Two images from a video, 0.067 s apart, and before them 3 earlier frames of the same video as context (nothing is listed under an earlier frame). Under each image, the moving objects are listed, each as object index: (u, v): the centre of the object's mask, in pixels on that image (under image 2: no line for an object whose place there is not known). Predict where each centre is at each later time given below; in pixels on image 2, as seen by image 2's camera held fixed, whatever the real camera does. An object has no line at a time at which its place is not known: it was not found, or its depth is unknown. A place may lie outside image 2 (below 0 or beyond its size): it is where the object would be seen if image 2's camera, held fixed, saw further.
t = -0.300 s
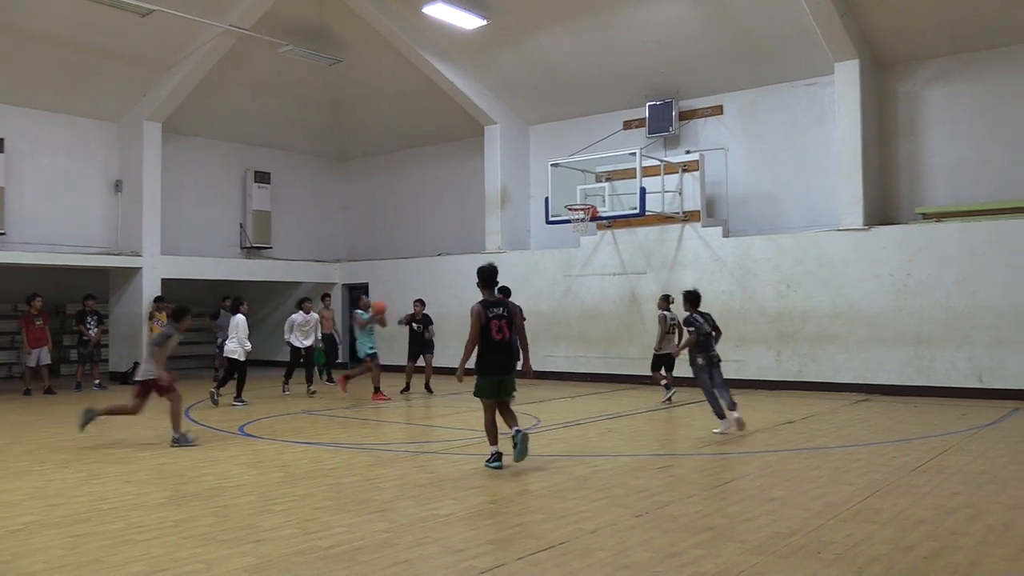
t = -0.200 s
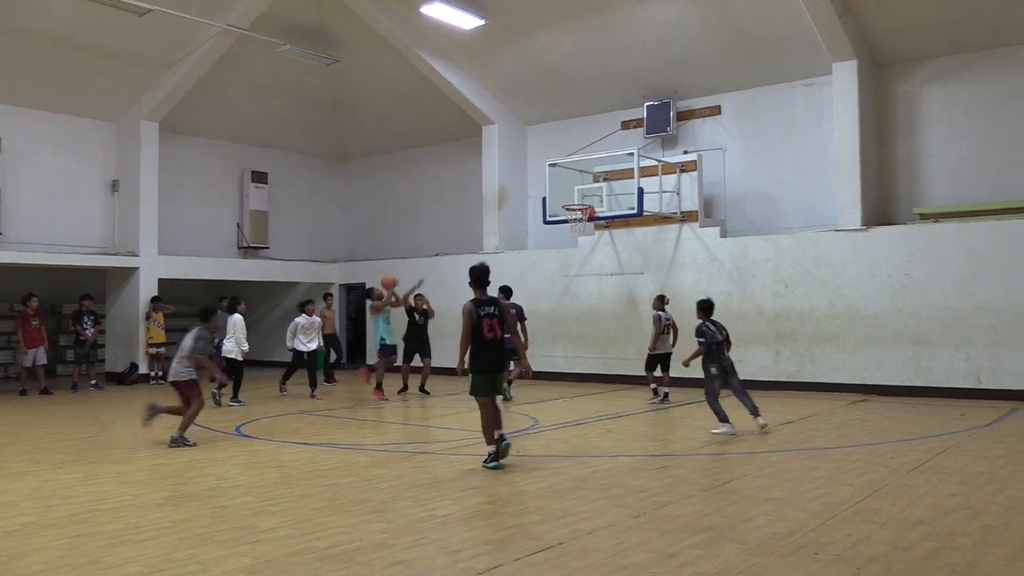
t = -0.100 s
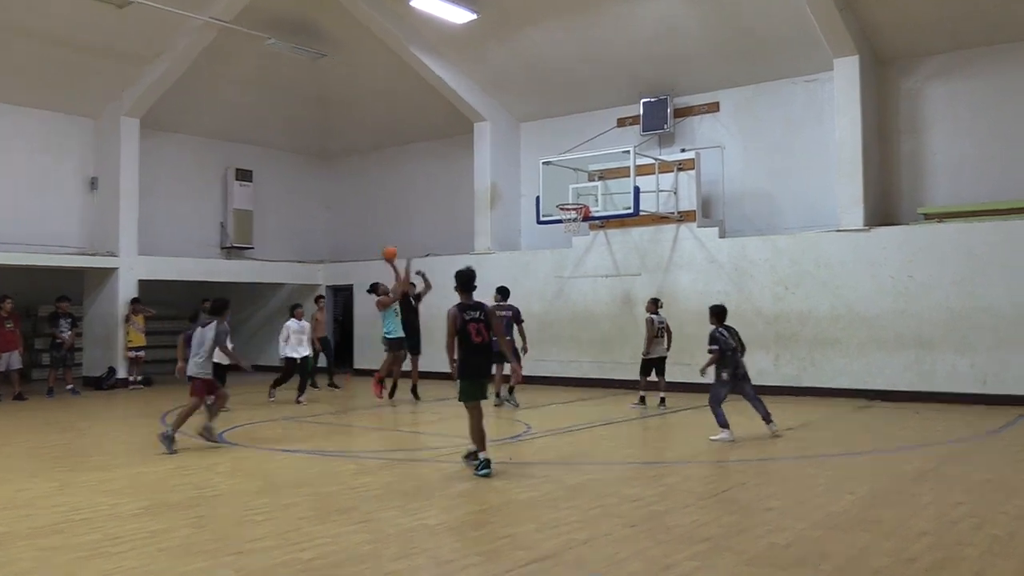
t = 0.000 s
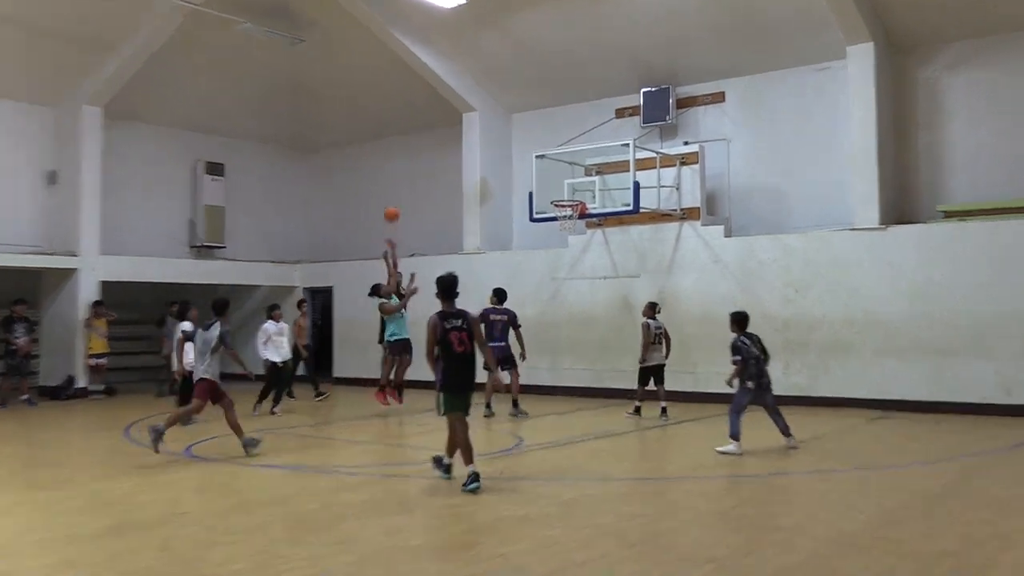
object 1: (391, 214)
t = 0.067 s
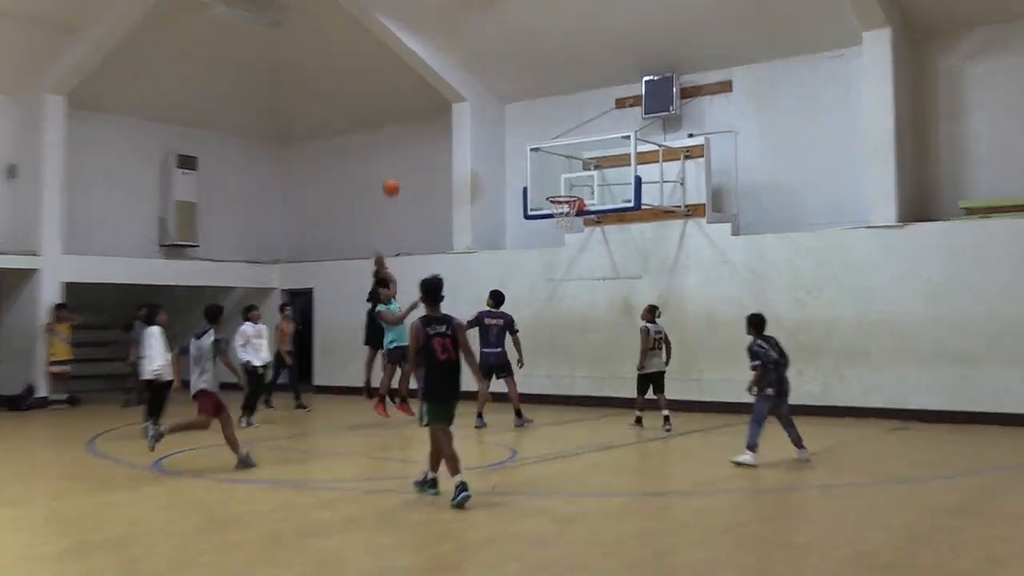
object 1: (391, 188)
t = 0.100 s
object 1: (396, 177)
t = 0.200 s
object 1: (415, 148)
